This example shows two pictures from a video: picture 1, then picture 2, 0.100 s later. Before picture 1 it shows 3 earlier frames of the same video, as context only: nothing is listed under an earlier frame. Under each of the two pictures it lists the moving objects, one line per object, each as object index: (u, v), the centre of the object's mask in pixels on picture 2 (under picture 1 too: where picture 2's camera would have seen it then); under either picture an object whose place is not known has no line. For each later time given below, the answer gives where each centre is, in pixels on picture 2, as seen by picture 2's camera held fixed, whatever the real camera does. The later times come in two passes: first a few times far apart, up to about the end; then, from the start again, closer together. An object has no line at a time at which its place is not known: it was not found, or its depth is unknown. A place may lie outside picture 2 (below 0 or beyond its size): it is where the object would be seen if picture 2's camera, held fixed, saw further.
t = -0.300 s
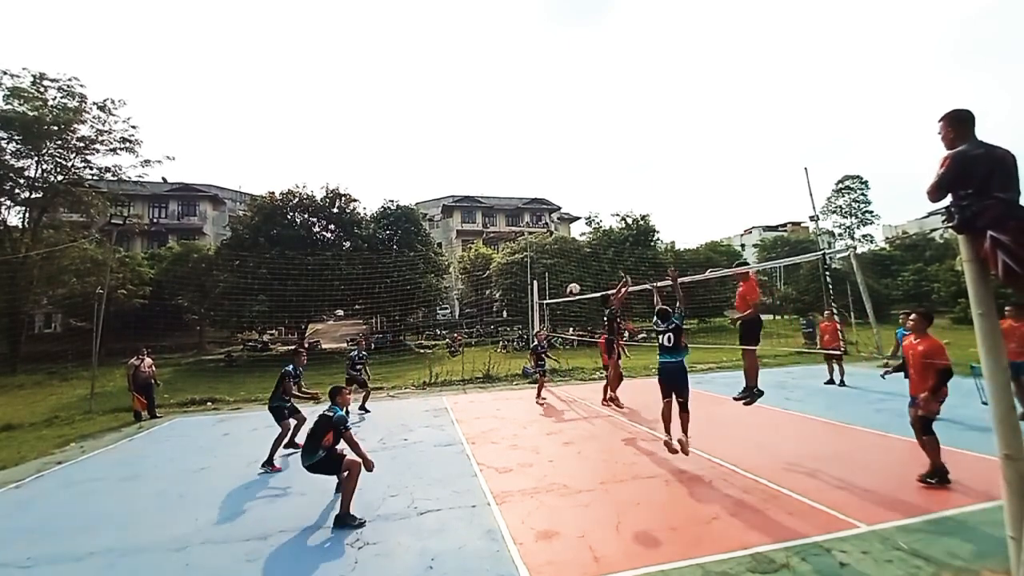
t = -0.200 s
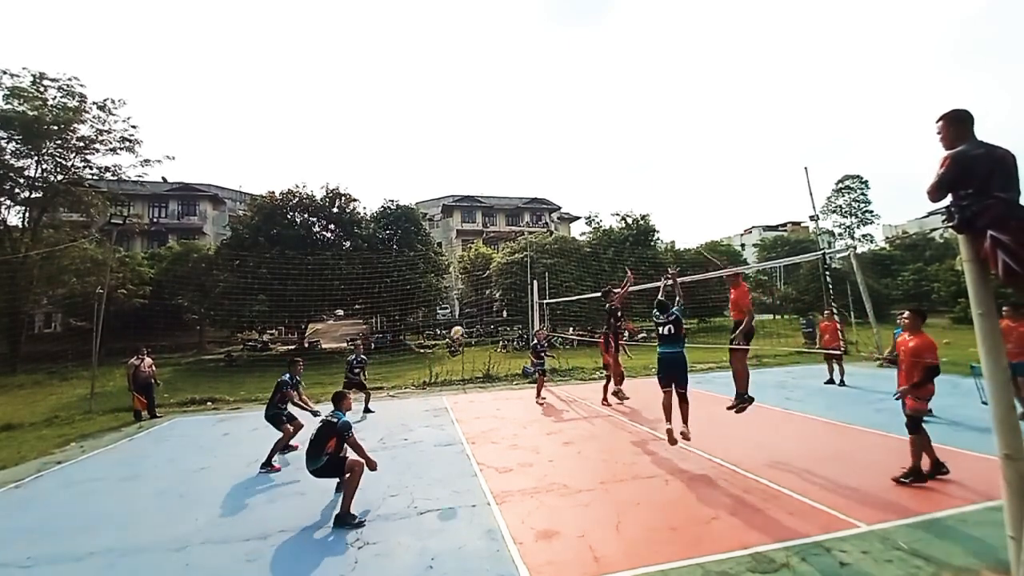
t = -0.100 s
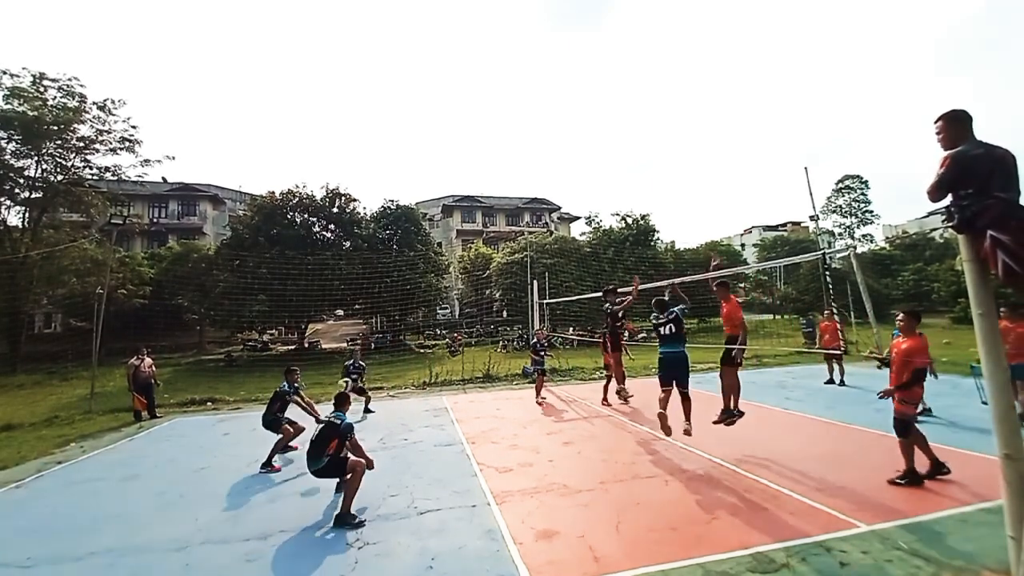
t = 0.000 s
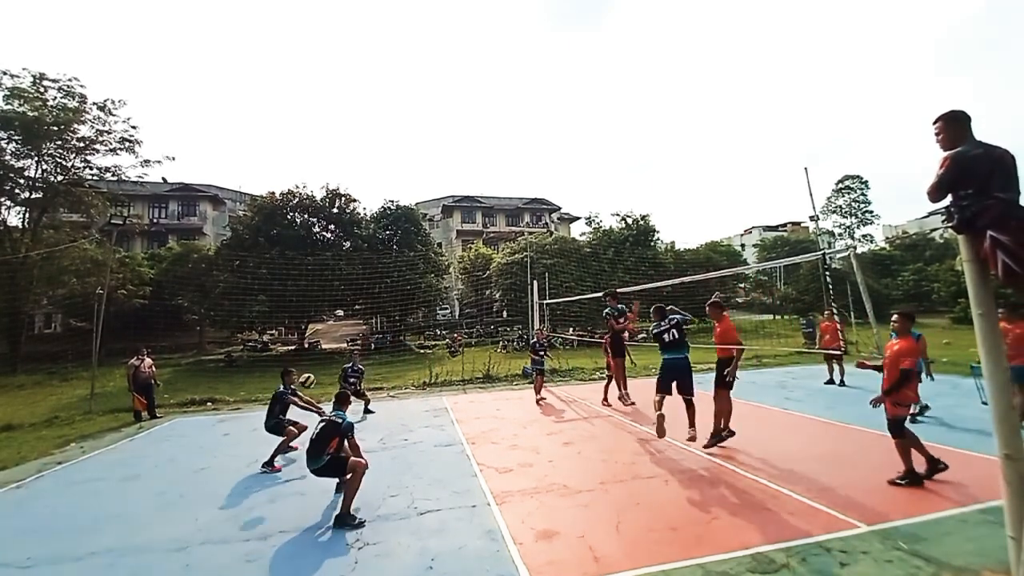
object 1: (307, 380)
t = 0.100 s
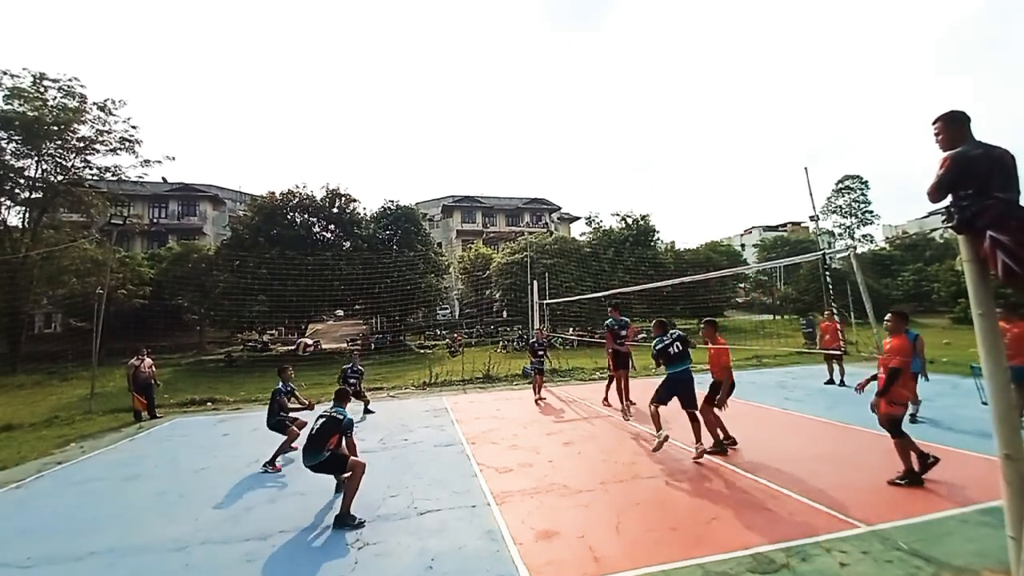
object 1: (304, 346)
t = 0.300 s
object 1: (291, 280)
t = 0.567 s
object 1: (244, 206)
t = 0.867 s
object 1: (13, 223)
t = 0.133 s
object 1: (302, 334)
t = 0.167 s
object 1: (301, 322)
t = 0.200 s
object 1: (298, 312)
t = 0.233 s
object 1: (297, 301)
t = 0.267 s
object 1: (294, 290)
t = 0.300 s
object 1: (291, 280)
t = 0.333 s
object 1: (288, 270)
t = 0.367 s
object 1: (284, 259)
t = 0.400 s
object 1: (279, 249)
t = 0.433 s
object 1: (274, 240)
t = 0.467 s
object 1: (268, 230)
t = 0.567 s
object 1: (244, 206)
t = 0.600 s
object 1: (233, 199)
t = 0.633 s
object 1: (220, 193)
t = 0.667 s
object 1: (205, 187)
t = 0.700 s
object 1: (185, 183)
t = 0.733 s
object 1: (160, 181)
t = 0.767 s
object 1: (130, 183)
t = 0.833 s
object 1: (43, 200)
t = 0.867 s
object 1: (13, 223)
